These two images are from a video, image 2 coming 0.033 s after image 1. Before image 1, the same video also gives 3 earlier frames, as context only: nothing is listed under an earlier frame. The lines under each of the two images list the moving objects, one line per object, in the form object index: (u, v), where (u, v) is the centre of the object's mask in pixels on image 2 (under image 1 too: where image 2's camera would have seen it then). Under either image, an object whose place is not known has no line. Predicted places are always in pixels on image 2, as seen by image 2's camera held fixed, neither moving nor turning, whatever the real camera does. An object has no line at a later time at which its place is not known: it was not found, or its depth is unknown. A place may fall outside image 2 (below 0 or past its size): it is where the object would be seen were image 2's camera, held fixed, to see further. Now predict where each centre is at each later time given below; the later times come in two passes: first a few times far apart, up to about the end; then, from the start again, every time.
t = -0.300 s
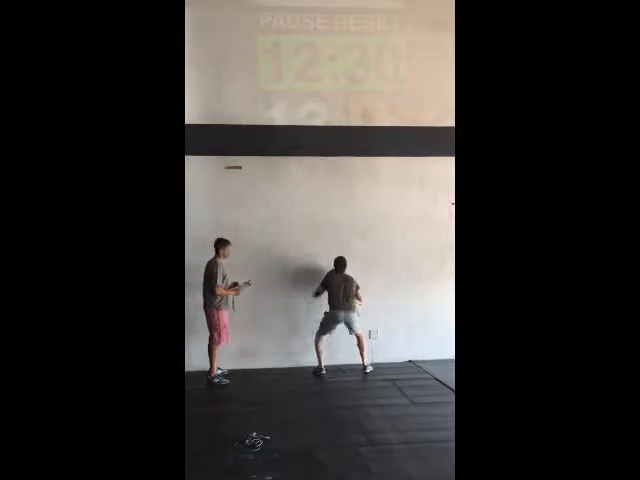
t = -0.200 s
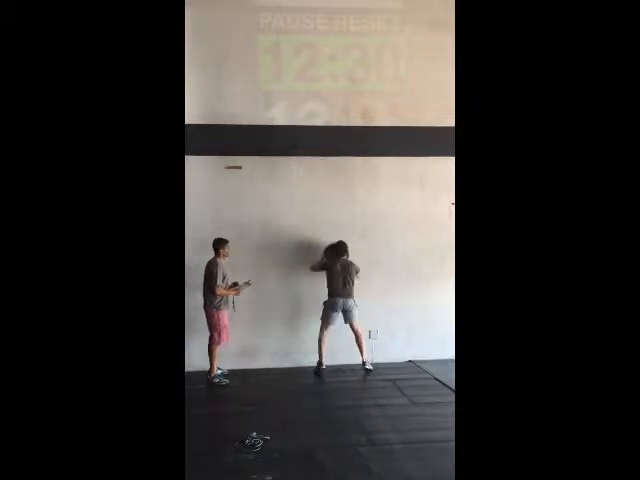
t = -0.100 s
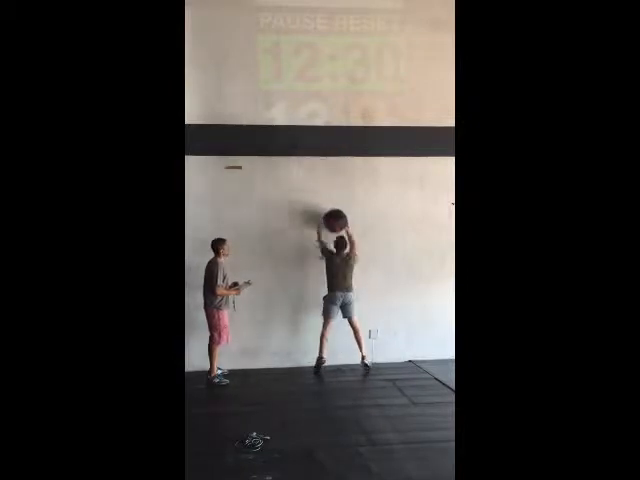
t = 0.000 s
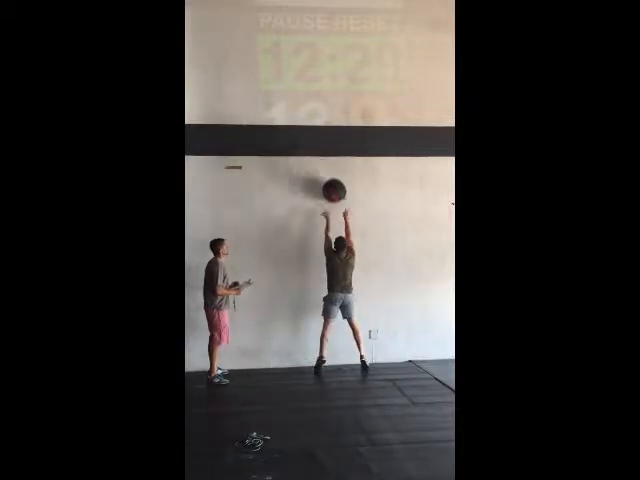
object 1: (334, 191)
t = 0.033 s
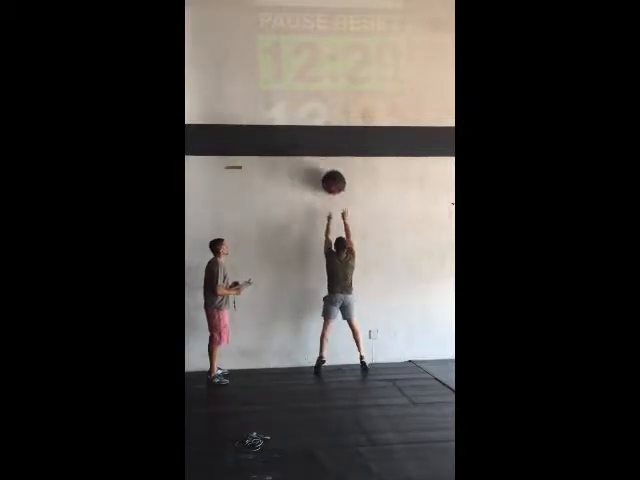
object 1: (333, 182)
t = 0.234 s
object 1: (329, 152)
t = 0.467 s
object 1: (326, 147)
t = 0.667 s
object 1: (330, 174)
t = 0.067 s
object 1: (333, 174)
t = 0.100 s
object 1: (332, 168)
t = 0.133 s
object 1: (332, 164)
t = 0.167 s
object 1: (330, 158)
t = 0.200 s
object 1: (330, 156)
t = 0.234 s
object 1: (329, 152)
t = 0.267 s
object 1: (328, 148)
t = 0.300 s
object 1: (327, 146)
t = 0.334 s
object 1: (327, 146)
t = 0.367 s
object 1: (326, 146)
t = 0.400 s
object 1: (327, 146)
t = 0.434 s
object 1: (326, 146)
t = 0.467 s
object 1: (326, 147)
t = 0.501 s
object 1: (327, 150)
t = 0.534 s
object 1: (329, 154)
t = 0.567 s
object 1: (329, 157)
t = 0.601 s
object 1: (330, 160)
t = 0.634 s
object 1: (330, 167)
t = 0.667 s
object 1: (330, 174)
